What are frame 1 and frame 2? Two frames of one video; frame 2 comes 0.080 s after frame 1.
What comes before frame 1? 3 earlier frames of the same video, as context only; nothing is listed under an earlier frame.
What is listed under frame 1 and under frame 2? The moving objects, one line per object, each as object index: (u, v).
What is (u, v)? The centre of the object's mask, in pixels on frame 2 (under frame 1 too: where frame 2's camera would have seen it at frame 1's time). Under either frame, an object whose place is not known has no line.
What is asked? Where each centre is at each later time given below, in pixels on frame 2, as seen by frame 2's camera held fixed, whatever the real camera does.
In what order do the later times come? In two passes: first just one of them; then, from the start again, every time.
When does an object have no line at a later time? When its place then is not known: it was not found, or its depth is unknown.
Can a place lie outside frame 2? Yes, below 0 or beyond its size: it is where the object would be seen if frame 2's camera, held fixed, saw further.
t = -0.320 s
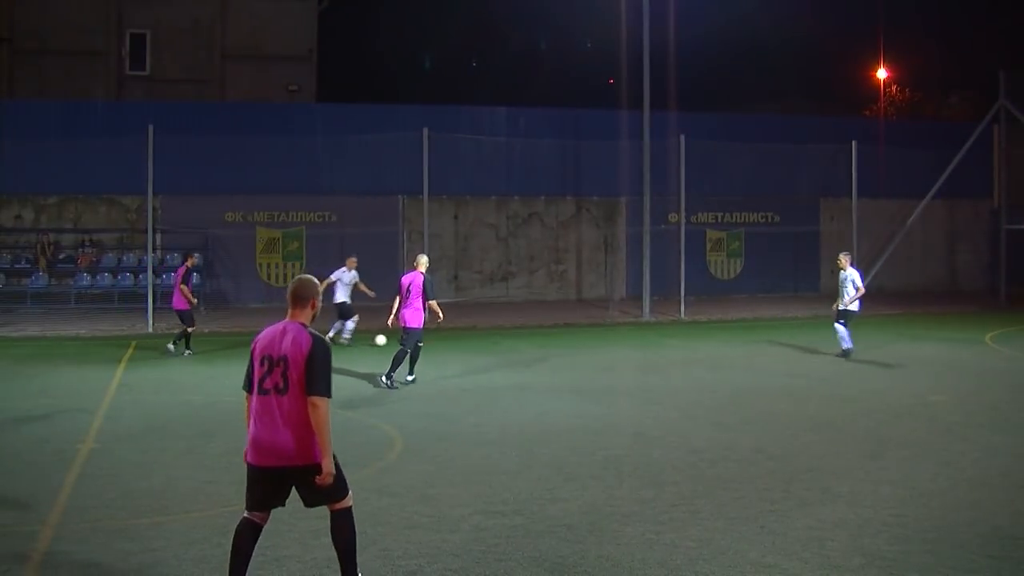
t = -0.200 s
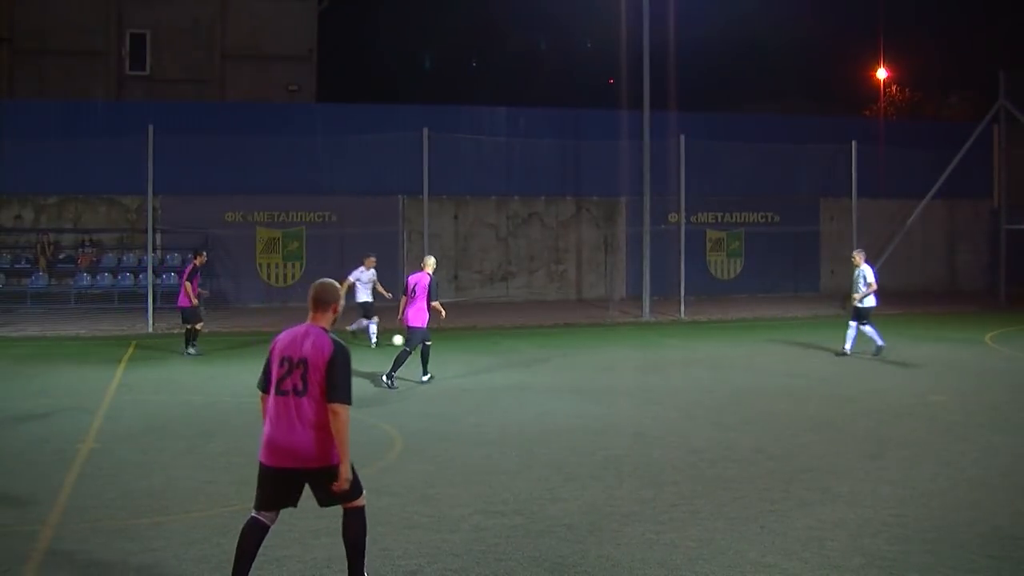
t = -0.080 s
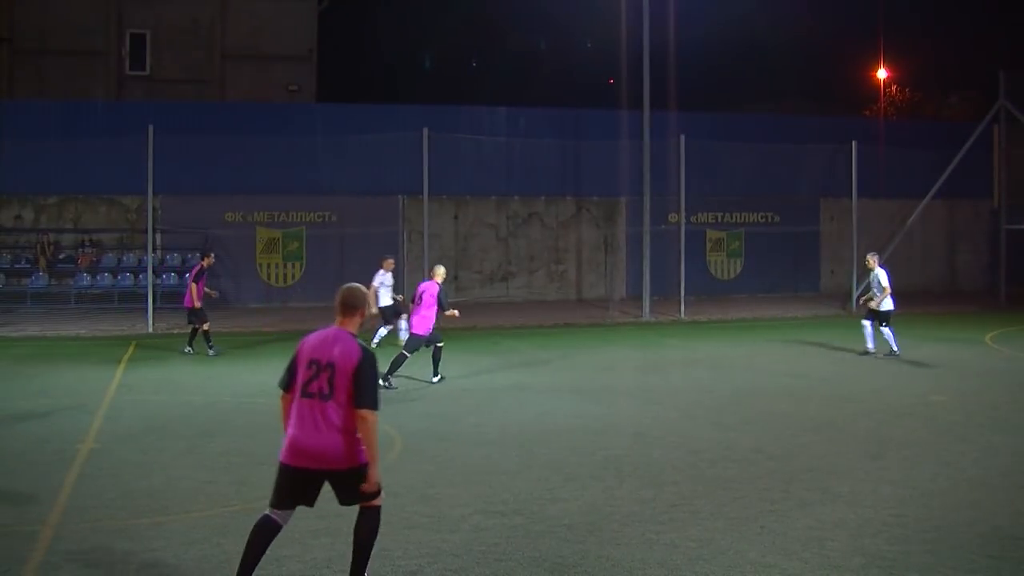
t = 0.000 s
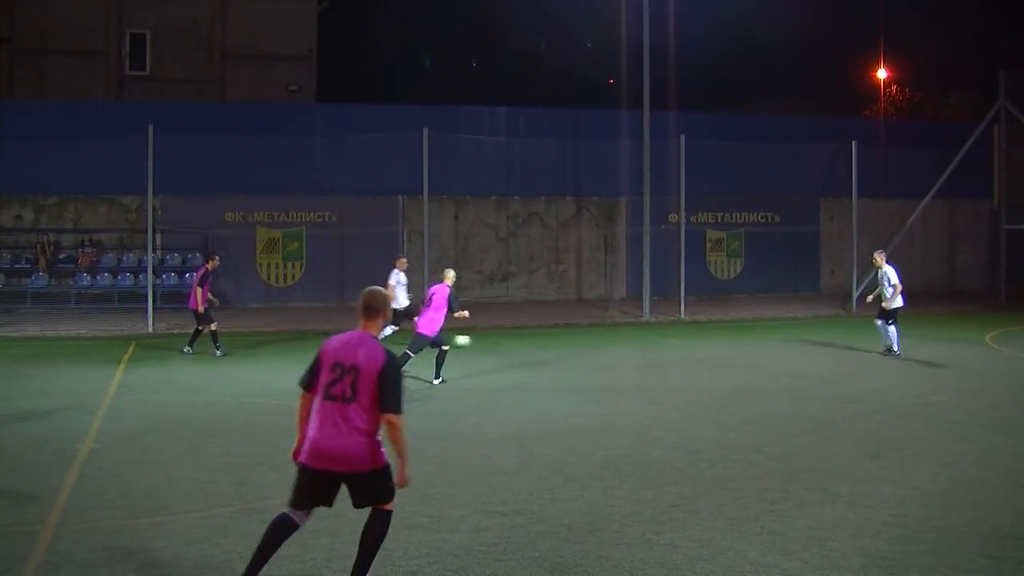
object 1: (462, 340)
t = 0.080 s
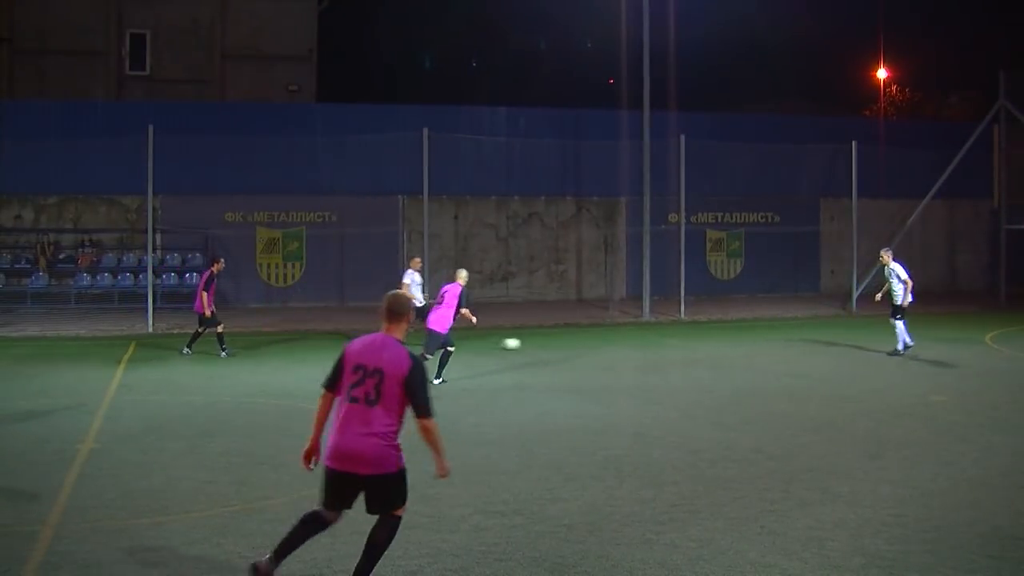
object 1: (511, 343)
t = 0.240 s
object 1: (601, 346)
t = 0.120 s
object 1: (534, 343)
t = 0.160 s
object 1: (556, 343)
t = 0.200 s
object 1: (579, 345)
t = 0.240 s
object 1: (601, 346)
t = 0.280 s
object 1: (620, 346)
